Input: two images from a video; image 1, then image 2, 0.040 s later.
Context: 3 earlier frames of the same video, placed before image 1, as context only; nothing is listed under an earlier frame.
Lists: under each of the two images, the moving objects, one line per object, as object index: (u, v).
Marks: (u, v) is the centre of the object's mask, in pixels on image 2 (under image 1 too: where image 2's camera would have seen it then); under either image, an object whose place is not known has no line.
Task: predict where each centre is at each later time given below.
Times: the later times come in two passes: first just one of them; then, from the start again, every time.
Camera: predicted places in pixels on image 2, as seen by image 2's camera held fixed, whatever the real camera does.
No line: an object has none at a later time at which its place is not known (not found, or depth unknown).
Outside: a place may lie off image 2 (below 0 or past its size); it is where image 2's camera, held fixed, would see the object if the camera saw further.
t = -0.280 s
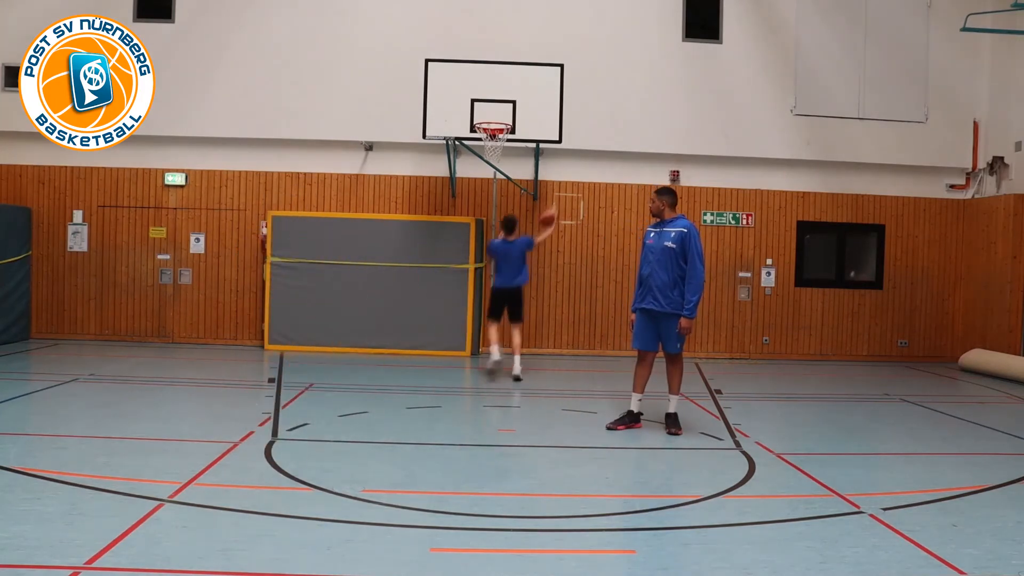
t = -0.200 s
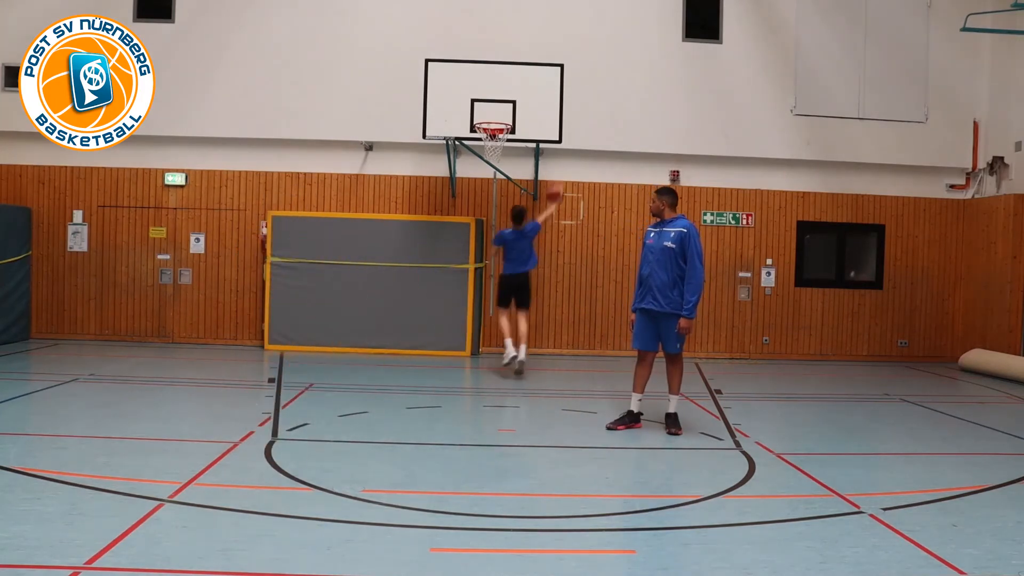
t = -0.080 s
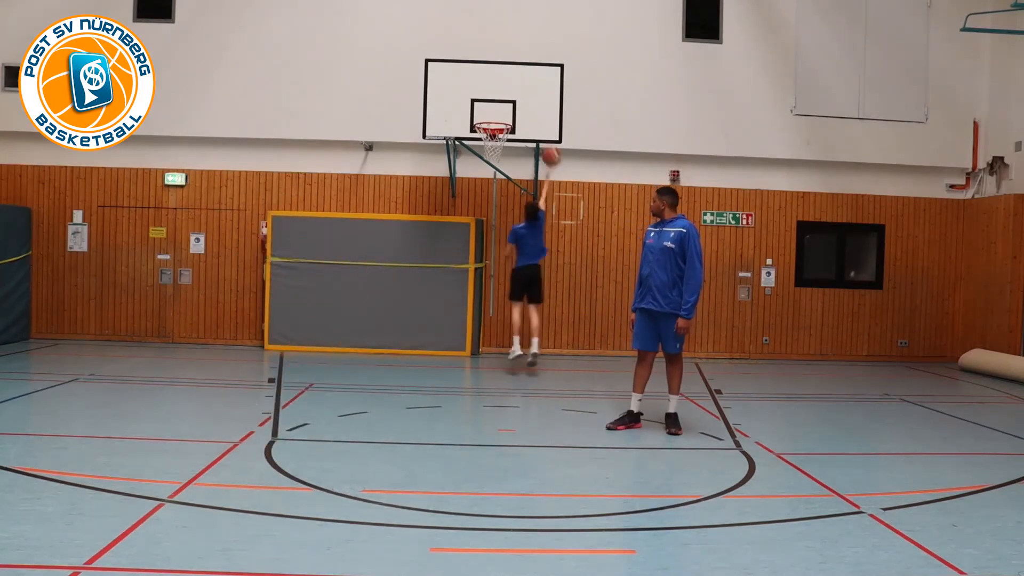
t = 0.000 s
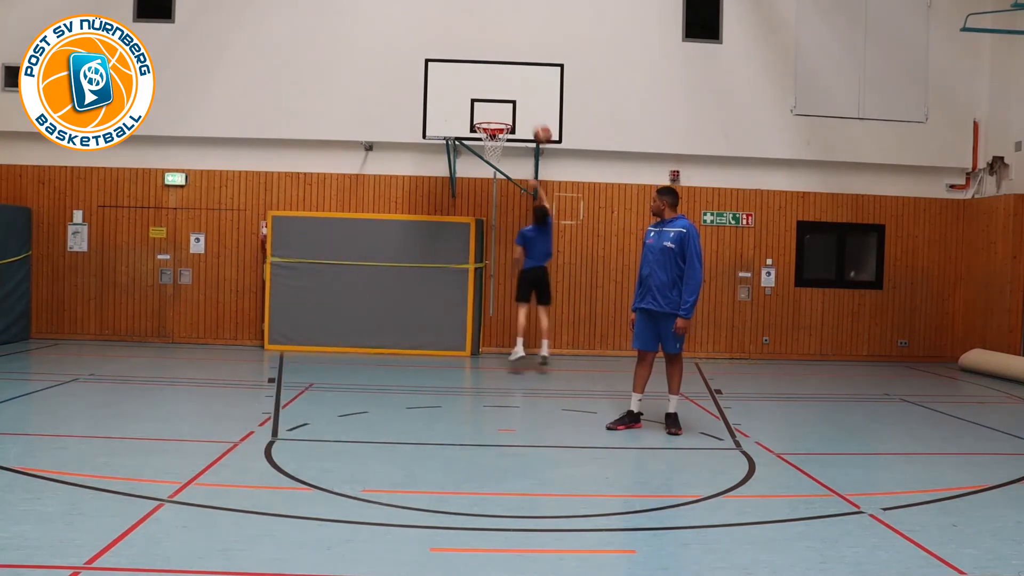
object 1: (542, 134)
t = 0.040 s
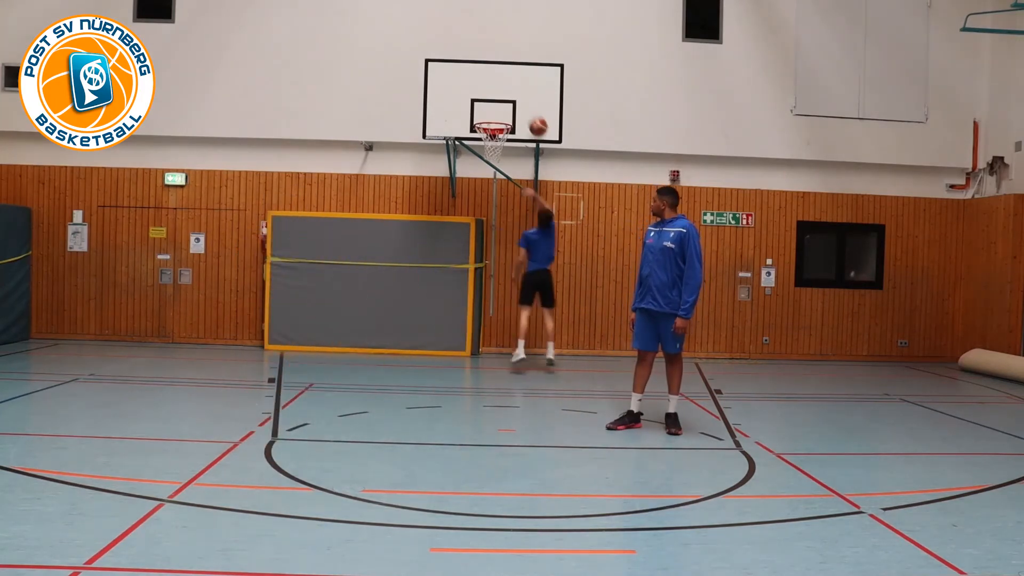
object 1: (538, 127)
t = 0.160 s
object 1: (525, 108)
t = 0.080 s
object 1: (533, 120)
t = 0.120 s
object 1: (529, 114)
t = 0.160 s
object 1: (525, 108)
